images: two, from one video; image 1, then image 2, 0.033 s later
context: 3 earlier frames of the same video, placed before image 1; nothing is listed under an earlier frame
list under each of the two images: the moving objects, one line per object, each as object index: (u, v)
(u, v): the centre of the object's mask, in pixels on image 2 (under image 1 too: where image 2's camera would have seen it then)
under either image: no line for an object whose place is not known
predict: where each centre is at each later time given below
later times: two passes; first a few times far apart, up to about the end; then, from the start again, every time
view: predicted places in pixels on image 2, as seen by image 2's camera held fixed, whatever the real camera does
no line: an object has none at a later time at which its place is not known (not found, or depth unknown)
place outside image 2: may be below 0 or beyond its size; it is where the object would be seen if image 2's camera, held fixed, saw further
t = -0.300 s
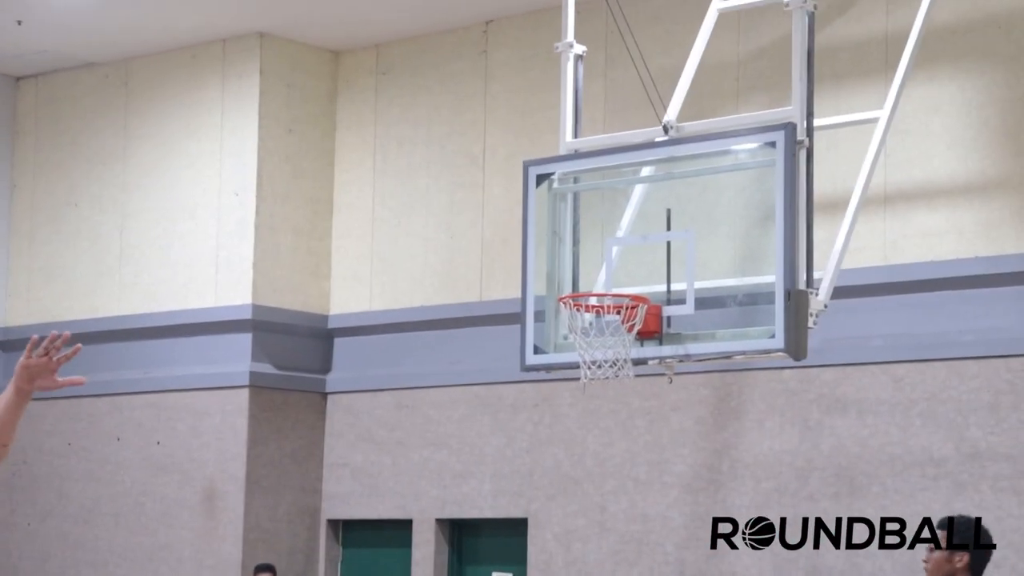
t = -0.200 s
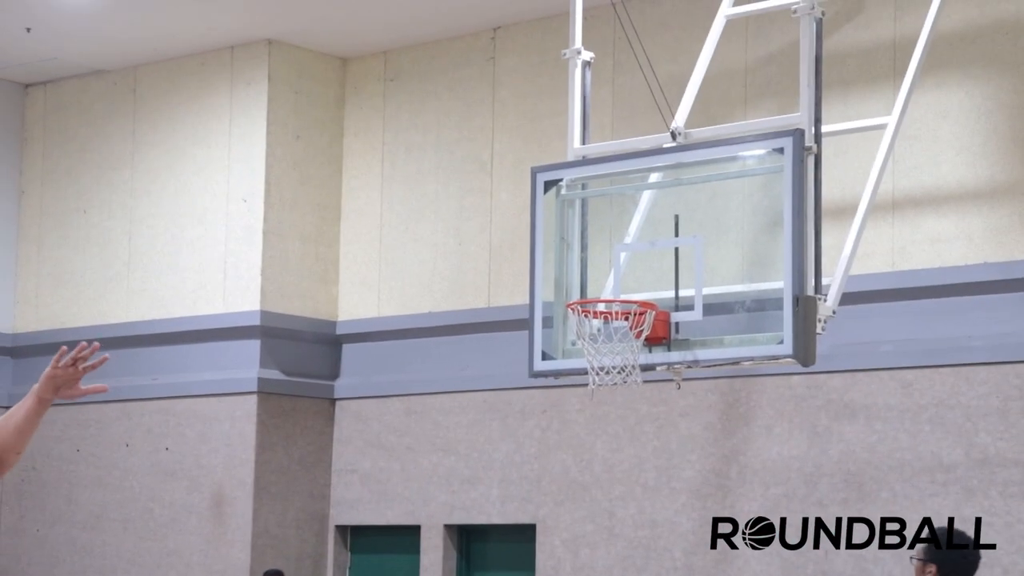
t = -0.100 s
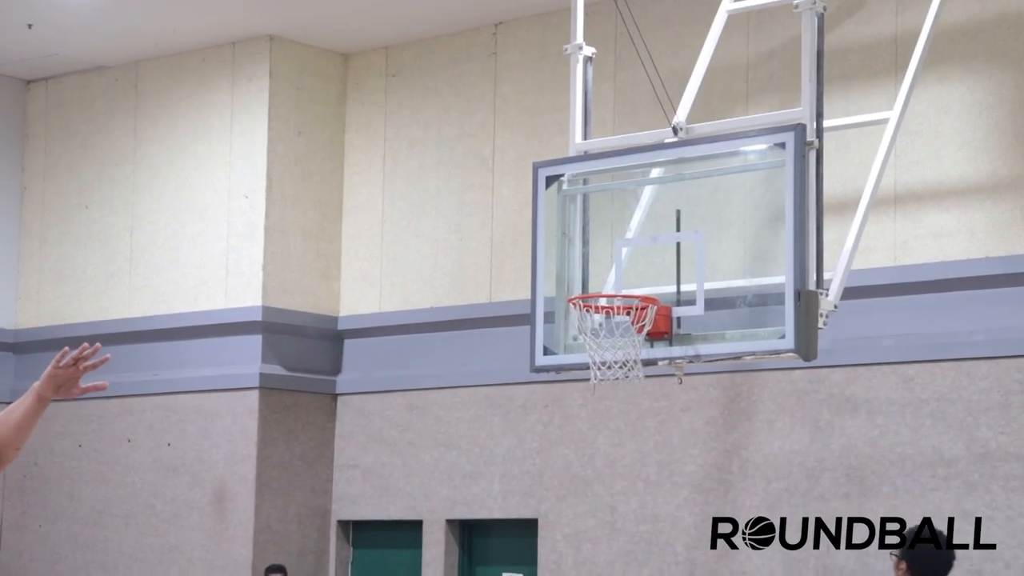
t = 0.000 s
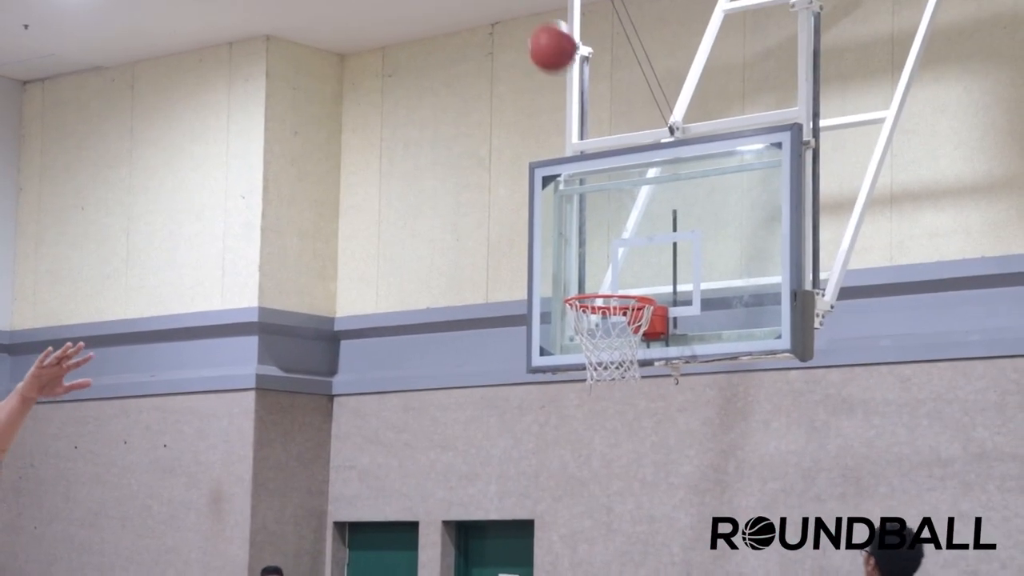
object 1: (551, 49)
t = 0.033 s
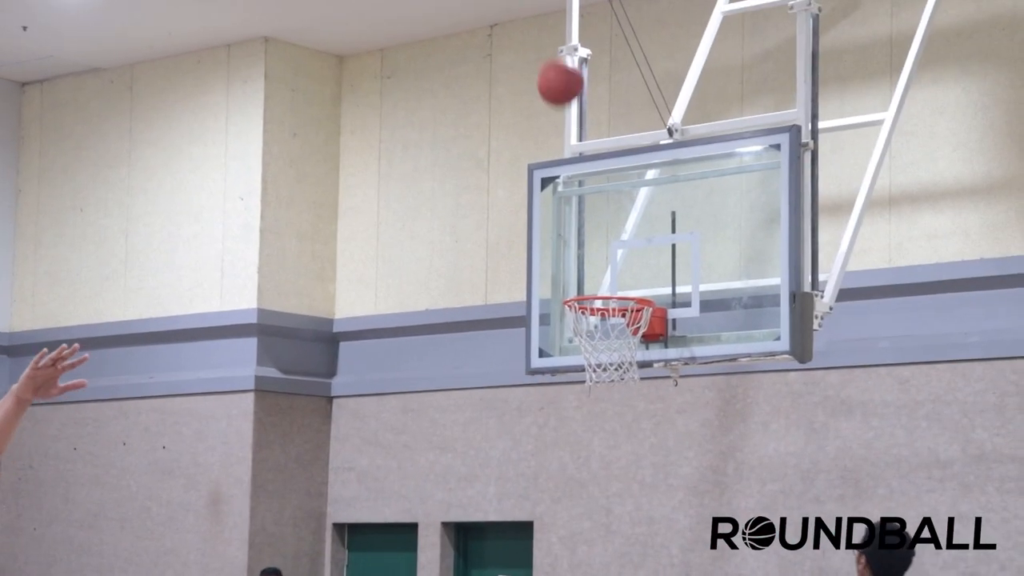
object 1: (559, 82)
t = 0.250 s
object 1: (610, 309)
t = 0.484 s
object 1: (619, 356)
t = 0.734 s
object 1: (611, 474)
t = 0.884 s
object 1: (605, 594)
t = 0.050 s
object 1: (563, 99)
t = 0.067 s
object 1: (568, 117)
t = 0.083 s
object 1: (572, 134)
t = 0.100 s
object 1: (577, 153)
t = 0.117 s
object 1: (581, 171)
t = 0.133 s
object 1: (585, 189)
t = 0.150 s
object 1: (589, 207)
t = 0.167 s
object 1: (593, 226)
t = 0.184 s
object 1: (597, 245)
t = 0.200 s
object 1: (601, 265)
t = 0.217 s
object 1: (605, 281)
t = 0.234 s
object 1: (608, 303)
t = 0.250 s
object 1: (610, 309)
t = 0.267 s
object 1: (612, 314)
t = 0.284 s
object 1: (614, 319)
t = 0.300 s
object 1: (617, 322)
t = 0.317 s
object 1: (618, 327)
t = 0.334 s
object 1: (619, 329)
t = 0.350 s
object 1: (620, 330)
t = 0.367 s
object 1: (620, 331)
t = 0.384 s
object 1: (620, 333)
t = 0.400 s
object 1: (620, 334)
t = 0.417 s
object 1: (620, 338)
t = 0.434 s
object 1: (621, 341)
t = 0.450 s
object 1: (620, 348)
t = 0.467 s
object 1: (618, 351)
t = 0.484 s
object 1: (619, 356)
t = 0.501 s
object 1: (615, 363)
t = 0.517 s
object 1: (617, 364)
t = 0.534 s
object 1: (615, 371)
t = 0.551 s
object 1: (615, 376)
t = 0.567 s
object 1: (615, 381)
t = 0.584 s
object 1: (615, 387)
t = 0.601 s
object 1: (615, 394)
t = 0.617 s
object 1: (614, 403)
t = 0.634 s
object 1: (614, 411)
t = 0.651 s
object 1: (613, 420)
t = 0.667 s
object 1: (613, 430)
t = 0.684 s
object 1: (612, 441)
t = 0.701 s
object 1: (612, 451)
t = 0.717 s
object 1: (611, 463)
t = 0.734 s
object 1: (611, 474)
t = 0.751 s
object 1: (610, 481)
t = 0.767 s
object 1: (614, 490)
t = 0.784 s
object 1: (619, 509)
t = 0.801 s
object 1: (612, 528)
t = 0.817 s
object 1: (607, 543)
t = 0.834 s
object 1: (607, 558)
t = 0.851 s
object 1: (607, 574)
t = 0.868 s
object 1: (606, 586)
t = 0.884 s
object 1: (605, 594)
